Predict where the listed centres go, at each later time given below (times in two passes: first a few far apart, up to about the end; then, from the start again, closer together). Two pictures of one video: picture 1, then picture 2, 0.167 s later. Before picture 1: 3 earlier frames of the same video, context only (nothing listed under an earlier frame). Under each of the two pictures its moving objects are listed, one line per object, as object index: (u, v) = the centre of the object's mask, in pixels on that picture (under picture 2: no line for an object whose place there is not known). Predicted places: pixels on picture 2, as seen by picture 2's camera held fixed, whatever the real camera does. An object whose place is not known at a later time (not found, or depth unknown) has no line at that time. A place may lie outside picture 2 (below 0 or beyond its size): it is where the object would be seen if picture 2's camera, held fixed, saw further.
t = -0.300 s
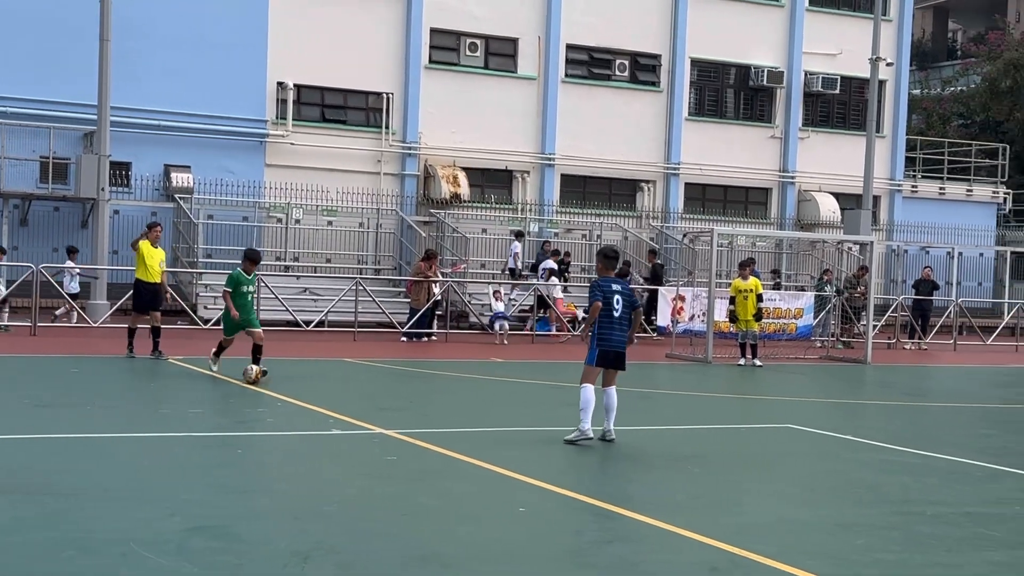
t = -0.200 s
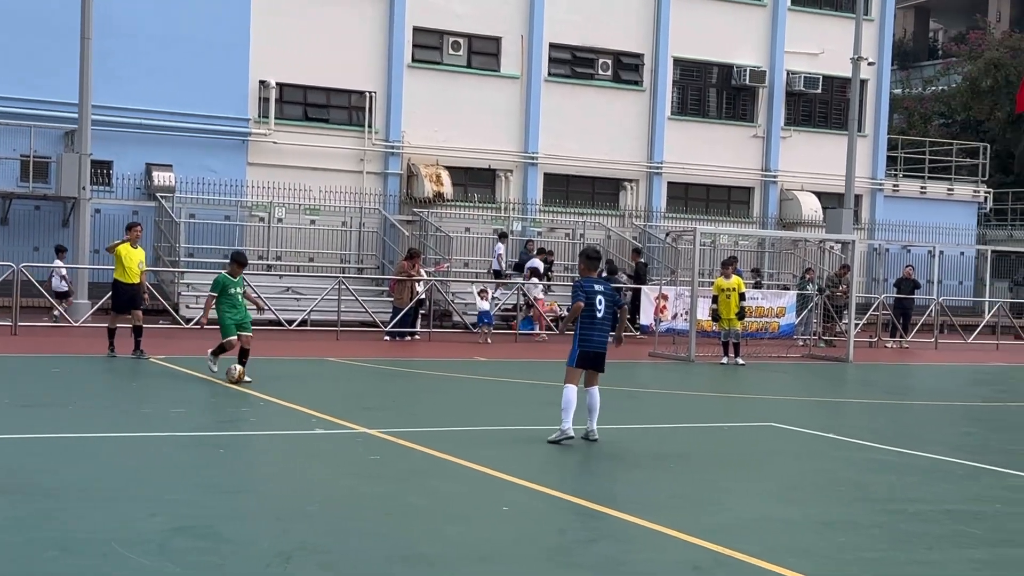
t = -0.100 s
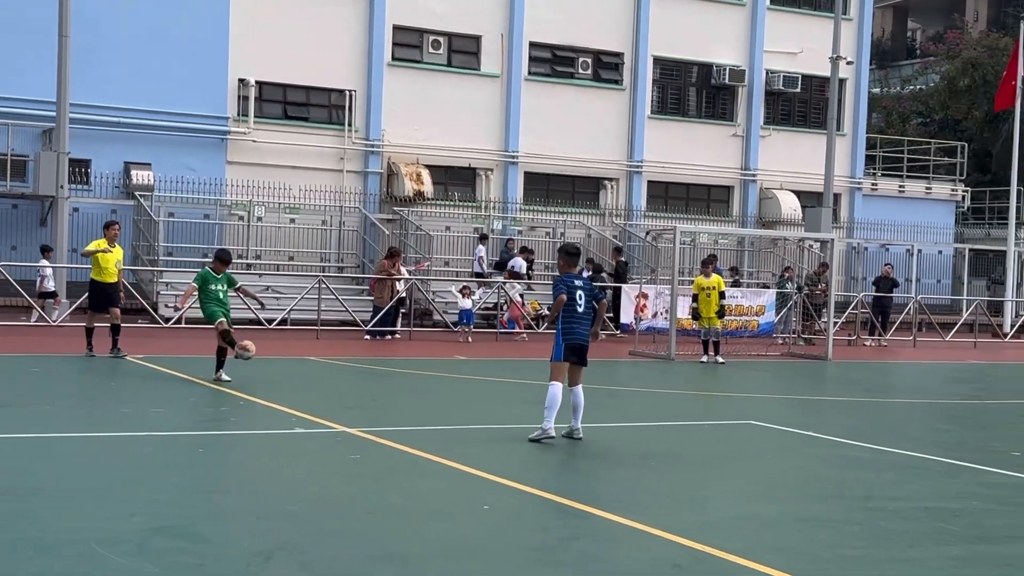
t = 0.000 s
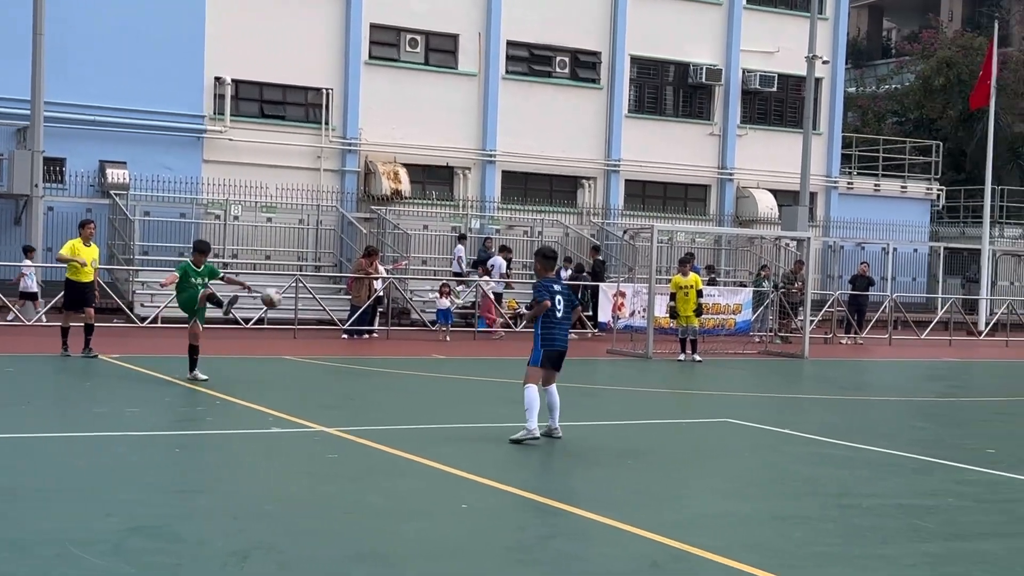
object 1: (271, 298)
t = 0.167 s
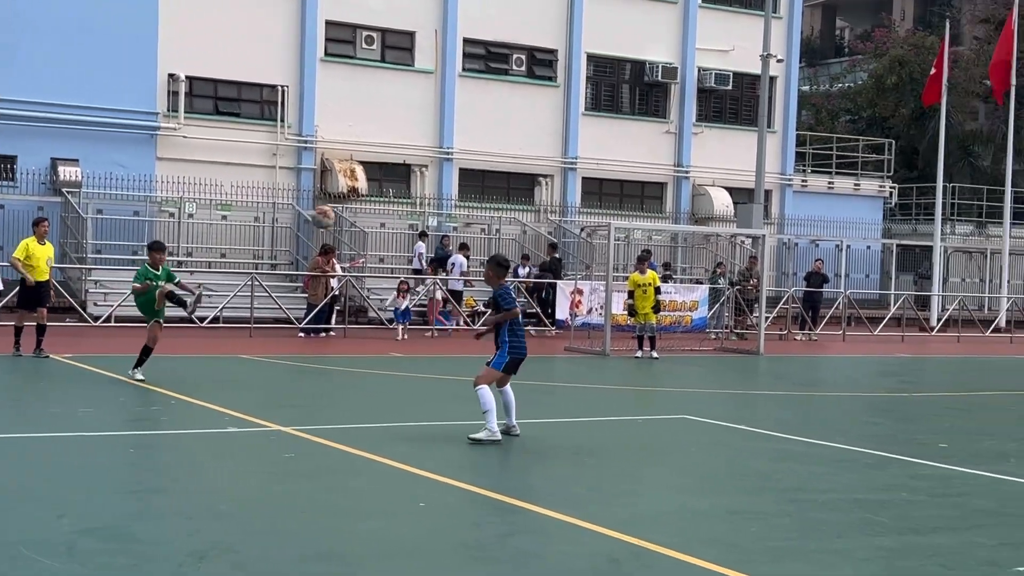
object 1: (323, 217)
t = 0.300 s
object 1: (415, 166)
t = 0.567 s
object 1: (657, 107)
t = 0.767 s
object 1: (923, 132)
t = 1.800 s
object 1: (1015, 473)
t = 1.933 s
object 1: (952, 461)
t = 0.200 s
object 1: (344, 203)
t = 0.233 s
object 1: (369, 189)
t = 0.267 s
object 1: (390, 177)
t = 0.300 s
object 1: (415, 166)
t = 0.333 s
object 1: (440, 154)
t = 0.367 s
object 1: (467, 144)
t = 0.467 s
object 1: (554, 120)
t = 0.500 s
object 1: (587, 114)
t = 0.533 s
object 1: (621, 110)
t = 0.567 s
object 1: (657, 107)
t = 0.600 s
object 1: (695, 107)
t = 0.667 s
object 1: (778, 110)
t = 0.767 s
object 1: (923, 132)
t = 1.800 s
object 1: (1015, 473)
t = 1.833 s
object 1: (999, 467)
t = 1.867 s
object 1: (983, 463)
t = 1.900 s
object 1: (968, 461)
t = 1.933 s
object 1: (952, 461)
